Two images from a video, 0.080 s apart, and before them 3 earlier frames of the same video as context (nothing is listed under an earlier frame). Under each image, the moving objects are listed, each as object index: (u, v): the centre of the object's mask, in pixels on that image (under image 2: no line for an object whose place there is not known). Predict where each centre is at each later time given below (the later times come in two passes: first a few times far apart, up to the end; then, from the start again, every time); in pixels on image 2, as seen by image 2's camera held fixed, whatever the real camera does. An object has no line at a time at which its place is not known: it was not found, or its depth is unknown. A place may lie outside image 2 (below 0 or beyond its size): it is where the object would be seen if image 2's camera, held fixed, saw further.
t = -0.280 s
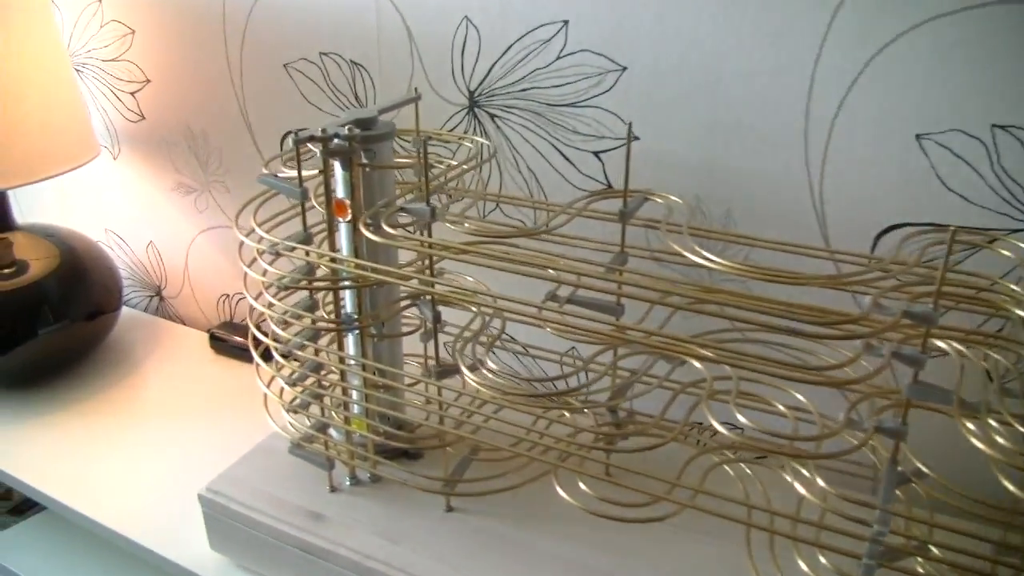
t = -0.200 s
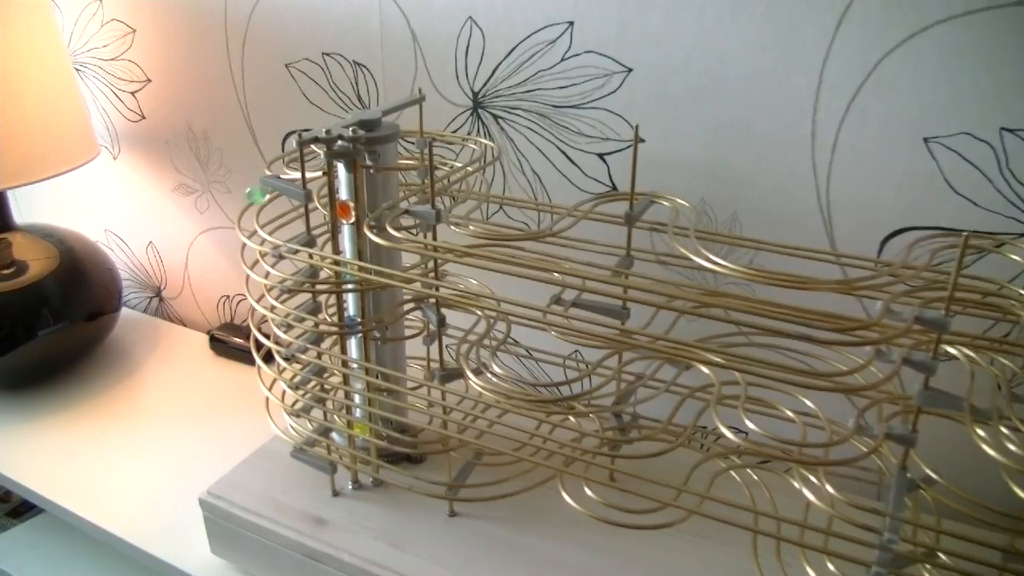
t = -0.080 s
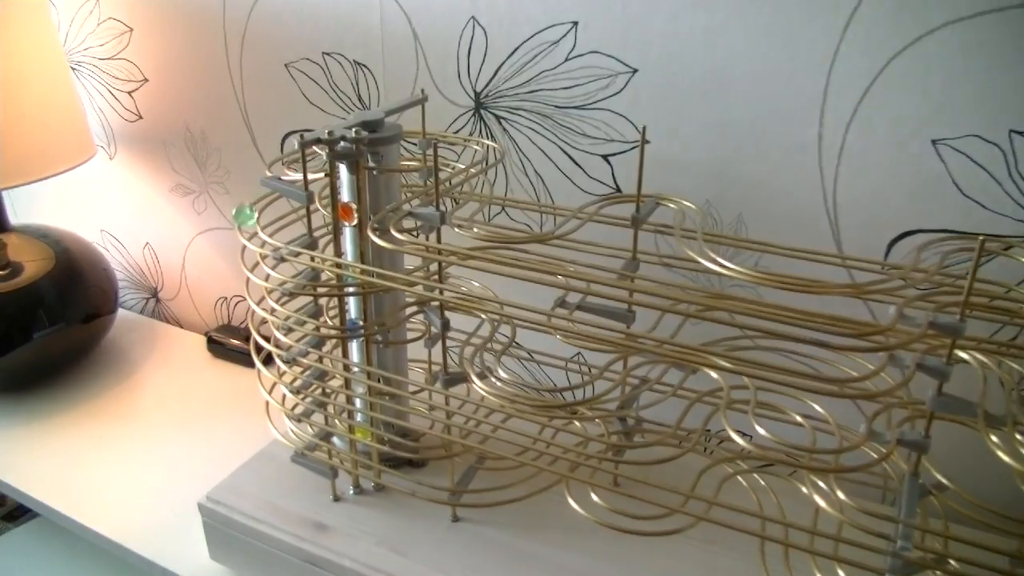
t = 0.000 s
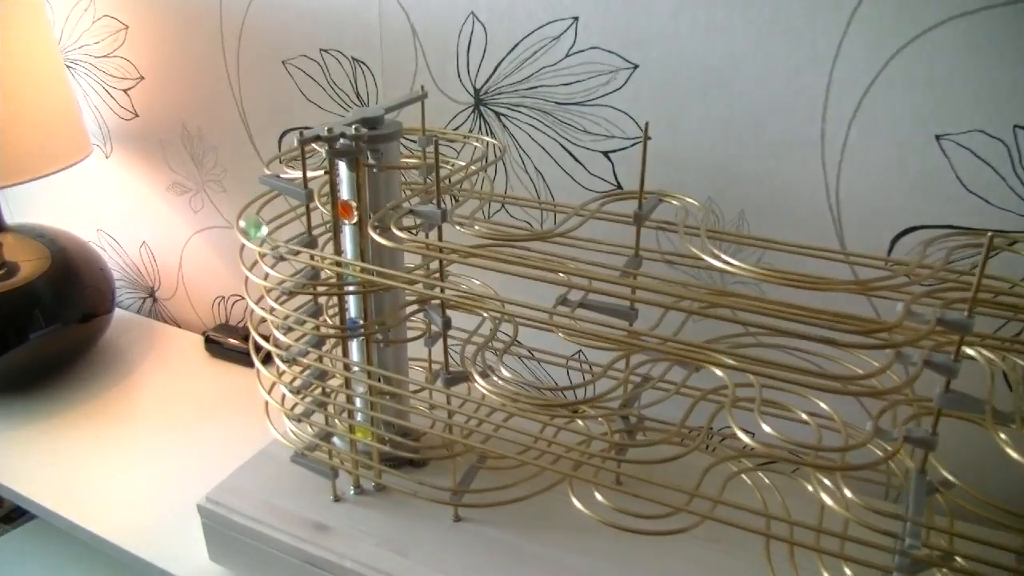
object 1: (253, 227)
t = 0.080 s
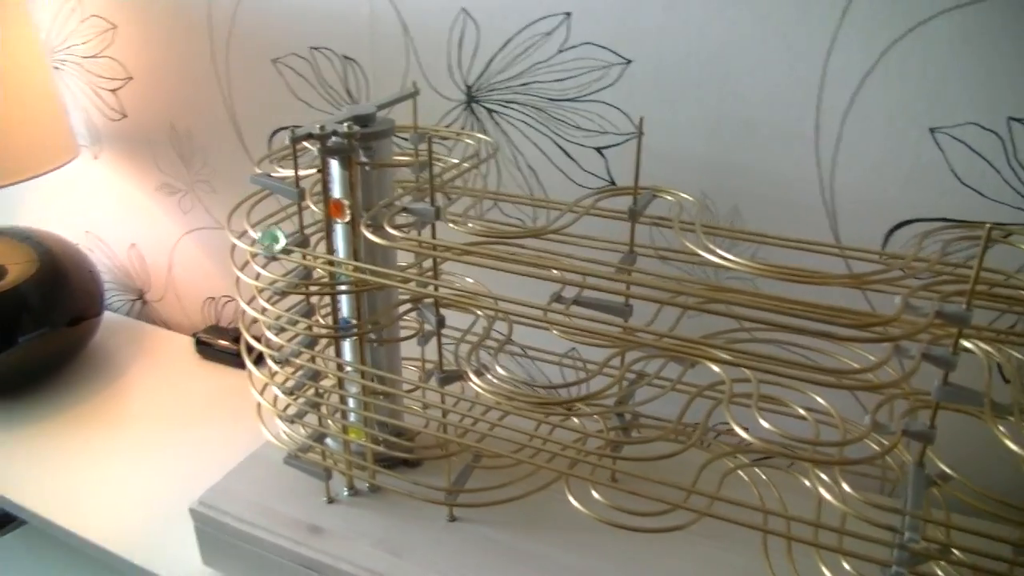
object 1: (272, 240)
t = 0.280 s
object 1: (361, 258)
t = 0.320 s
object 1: (379, 261)
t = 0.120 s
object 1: (290, 242)
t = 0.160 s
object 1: (304, 246)
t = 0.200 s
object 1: (322, 250)
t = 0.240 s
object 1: (342, 254)
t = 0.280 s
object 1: (361, 258)
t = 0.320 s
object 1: (379, 261)
